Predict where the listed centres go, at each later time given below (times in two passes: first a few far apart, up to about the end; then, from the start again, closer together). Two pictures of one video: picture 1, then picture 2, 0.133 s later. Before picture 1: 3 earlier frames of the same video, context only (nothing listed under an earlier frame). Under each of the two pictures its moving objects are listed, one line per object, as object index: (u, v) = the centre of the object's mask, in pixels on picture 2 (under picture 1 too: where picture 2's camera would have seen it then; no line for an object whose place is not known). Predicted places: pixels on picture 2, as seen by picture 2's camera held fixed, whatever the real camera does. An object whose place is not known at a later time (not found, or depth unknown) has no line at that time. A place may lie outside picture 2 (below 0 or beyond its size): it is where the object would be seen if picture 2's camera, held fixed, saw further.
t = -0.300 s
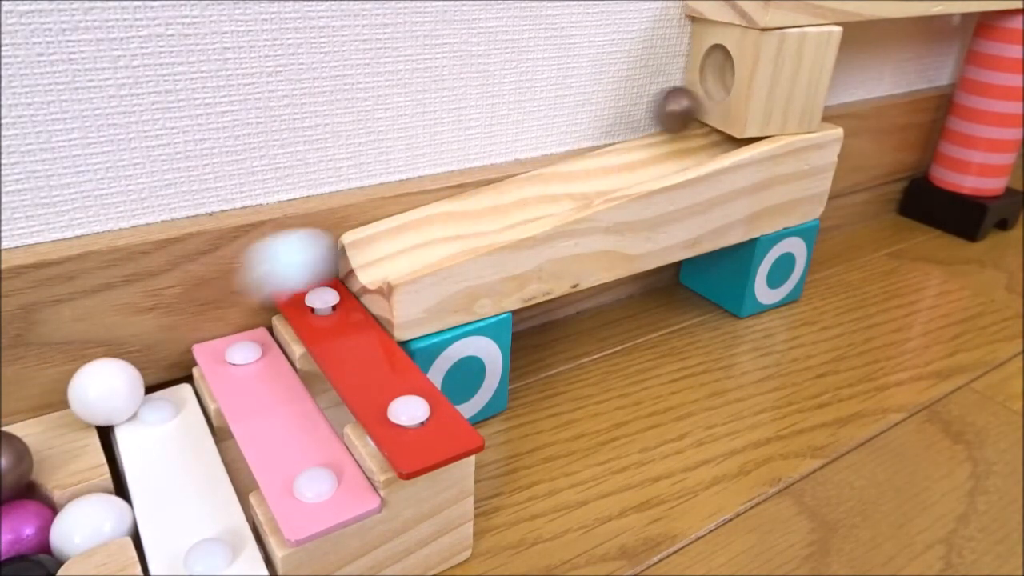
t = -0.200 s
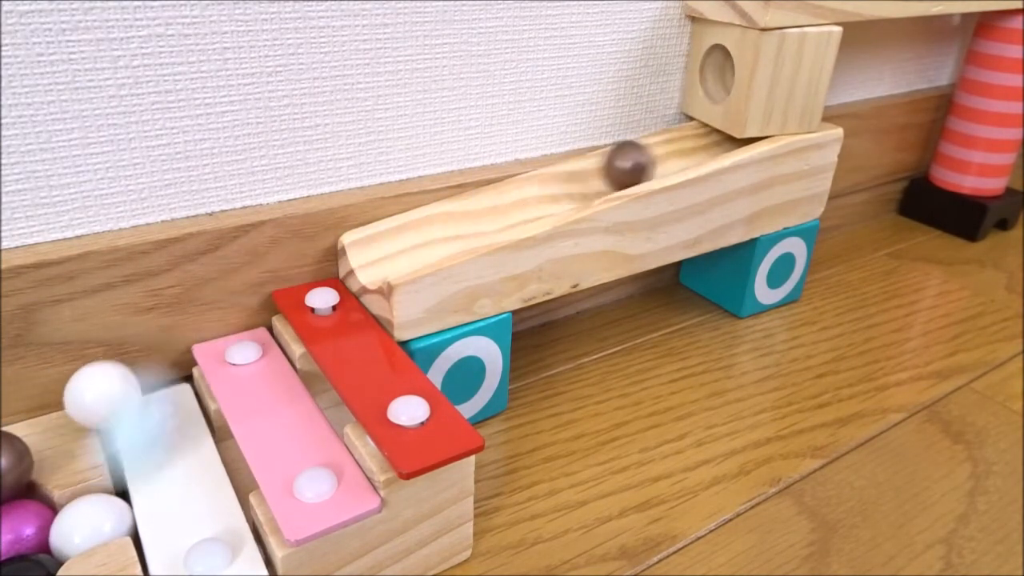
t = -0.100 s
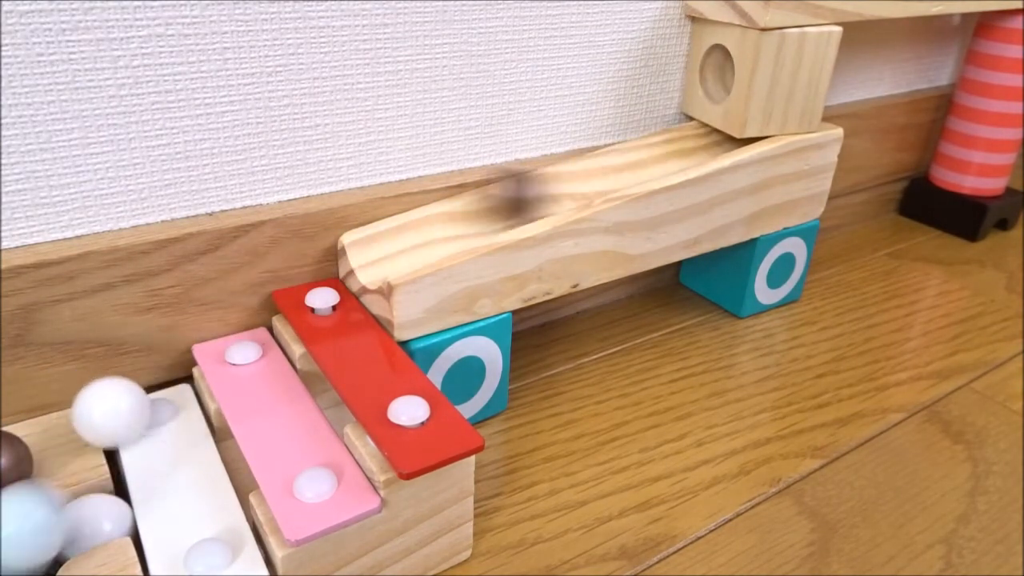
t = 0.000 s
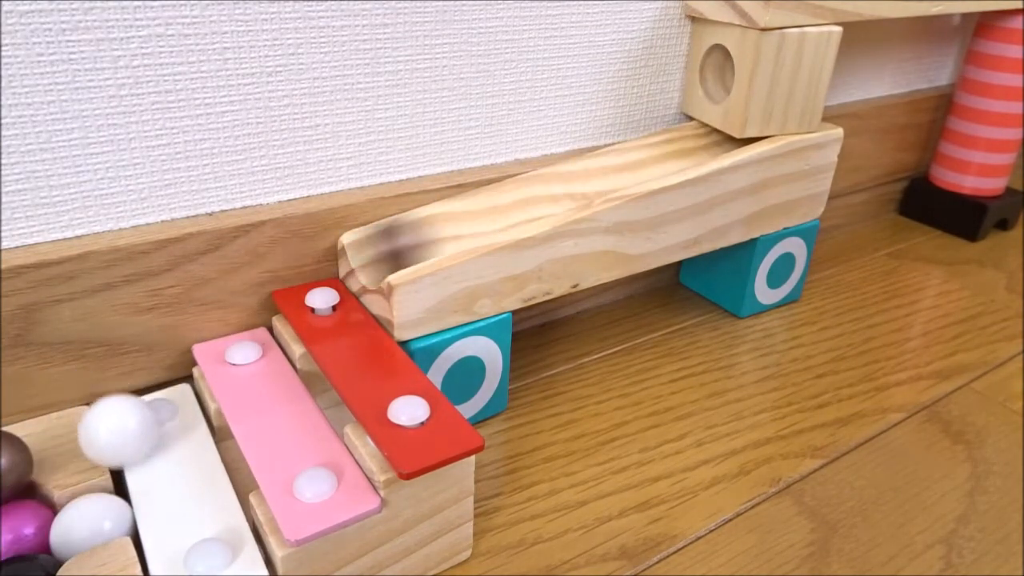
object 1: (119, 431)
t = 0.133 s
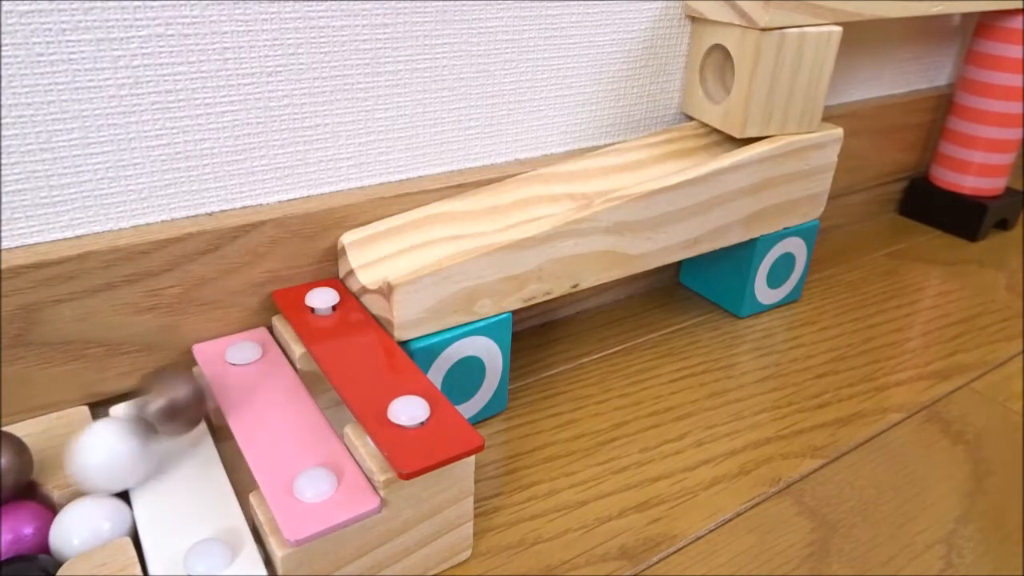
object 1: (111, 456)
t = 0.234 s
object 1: (76, 449)
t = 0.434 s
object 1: (72, 401)
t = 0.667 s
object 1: (71, 411)
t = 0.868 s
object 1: (61, 417)
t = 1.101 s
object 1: (64, 402)
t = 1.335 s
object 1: (68, 399)
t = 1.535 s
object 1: (63, 399)
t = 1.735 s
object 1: (49, 402)
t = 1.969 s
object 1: (38, 405)
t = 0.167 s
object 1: (90, 458)
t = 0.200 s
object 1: (83, 456)
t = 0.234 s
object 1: (76, 449)
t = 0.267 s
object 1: (72, 440)
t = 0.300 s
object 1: (72, 432)
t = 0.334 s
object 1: (72, 424)
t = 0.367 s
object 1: (73, 416)
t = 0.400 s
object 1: (73, 409)
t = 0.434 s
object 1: (72, 401)
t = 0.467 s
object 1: (72, 397)
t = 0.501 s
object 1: (74, 399)
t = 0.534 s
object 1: (75, 401)
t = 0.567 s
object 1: (75, 404)
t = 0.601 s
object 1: (74, 406)
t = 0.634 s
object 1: (73, 408)
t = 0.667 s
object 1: (71, 411)
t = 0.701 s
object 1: (69, 413)
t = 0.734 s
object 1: (66, 415)
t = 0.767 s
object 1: (64, 417)
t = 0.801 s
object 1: (63, 417)
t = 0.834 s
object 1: (62, 417)
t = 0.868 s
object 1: (61, 417)
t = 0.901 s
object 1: (60, 415)
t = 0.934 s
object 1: (60, 414)
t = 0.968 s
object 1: (60, 412)
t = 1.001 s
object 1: (61, 410)
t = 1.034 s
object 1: (62, 407)
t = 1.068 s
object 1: (63, 404)
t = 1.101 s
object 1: (64, 402)
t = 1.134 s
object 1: (65, 399)
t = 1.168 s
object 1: (65, 398)
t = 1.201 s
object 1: (66, 399)
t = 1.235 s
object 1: (67, 399)
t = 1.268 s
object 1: (67, 399)
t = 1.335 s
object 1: (68, 399)
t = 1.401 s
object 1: (67, 399)
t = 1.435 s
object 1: (66, 398)
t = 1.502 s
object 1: (65, 398)
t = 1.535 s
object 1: (63, 399)
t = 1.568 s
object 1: (61, 399)
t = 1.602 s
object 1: (59, 400)
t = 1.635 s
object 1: (57, 401)
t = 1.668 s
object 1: (55, 401)
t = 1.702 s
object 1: (52, 402)
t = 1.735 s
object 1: (49, 402)
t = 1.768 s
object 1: (47, 403)
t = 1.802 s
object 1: (45, 403)
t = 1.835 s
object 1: (43, 404)
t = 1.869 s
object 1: (41, 405)
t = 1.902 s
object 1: (40, 405)
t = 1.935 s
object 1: (39, 405)
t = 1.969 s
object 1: (38, 405)
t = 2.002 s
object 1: (38, 405)
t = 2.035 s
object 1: (37, 405)
